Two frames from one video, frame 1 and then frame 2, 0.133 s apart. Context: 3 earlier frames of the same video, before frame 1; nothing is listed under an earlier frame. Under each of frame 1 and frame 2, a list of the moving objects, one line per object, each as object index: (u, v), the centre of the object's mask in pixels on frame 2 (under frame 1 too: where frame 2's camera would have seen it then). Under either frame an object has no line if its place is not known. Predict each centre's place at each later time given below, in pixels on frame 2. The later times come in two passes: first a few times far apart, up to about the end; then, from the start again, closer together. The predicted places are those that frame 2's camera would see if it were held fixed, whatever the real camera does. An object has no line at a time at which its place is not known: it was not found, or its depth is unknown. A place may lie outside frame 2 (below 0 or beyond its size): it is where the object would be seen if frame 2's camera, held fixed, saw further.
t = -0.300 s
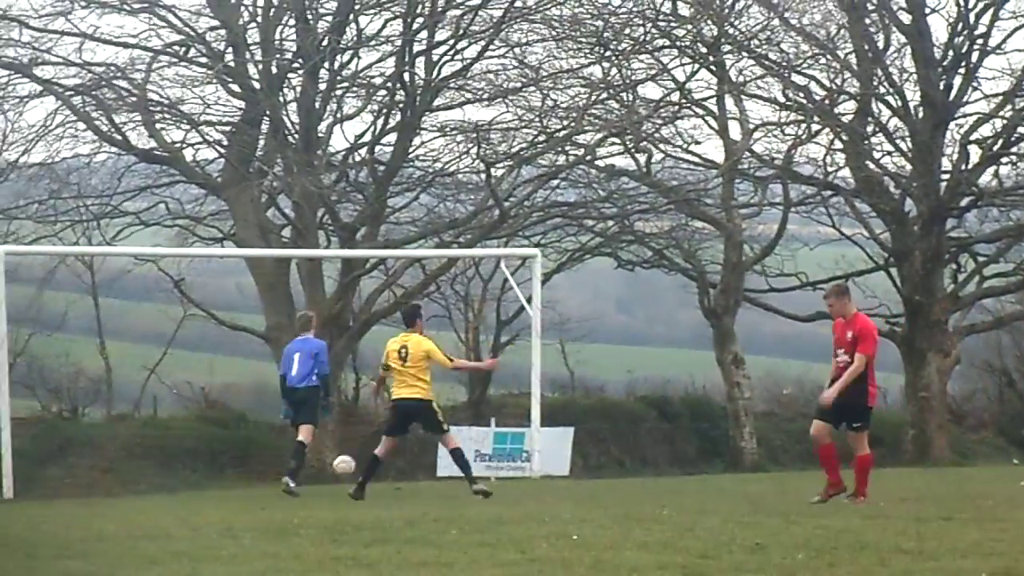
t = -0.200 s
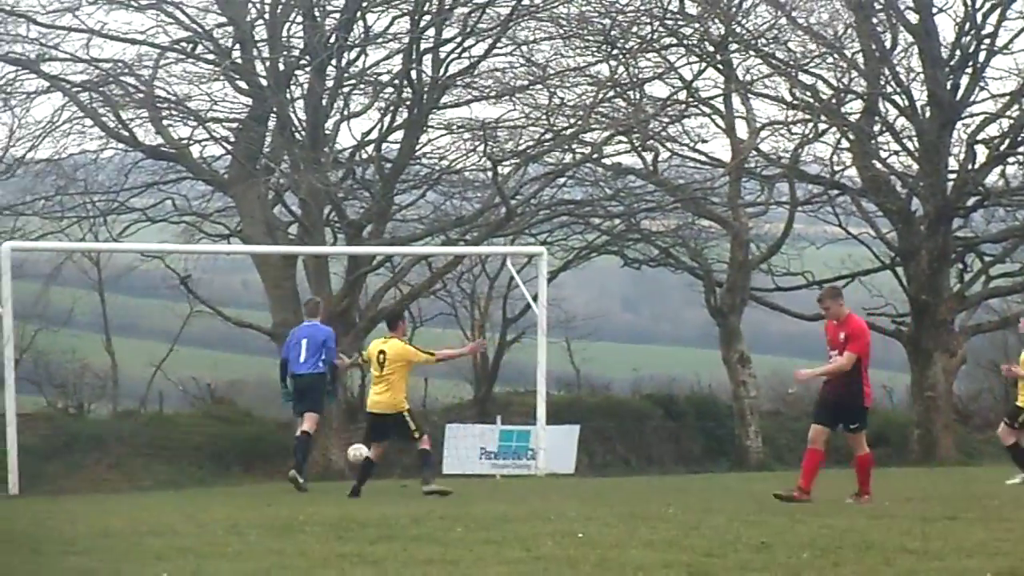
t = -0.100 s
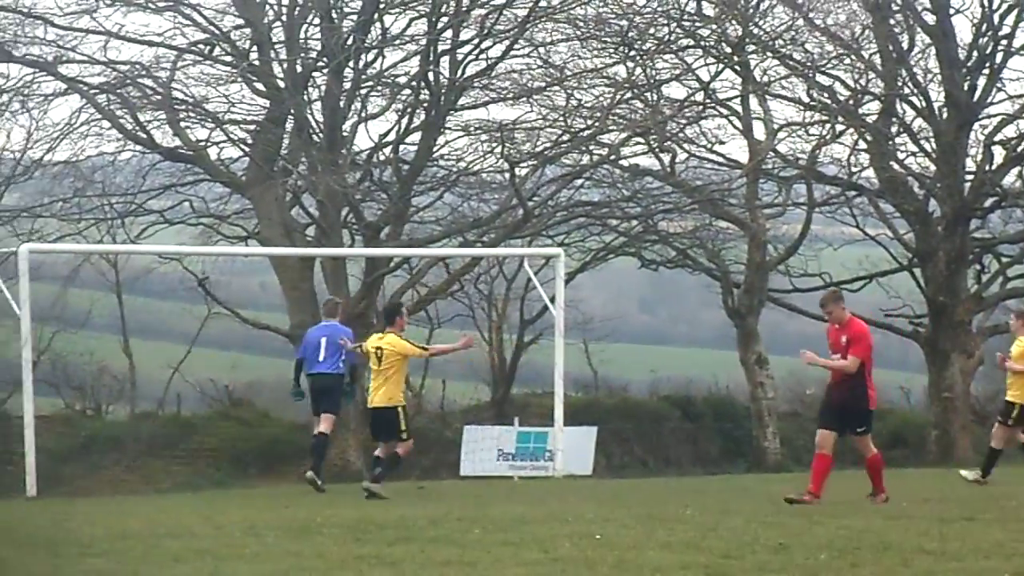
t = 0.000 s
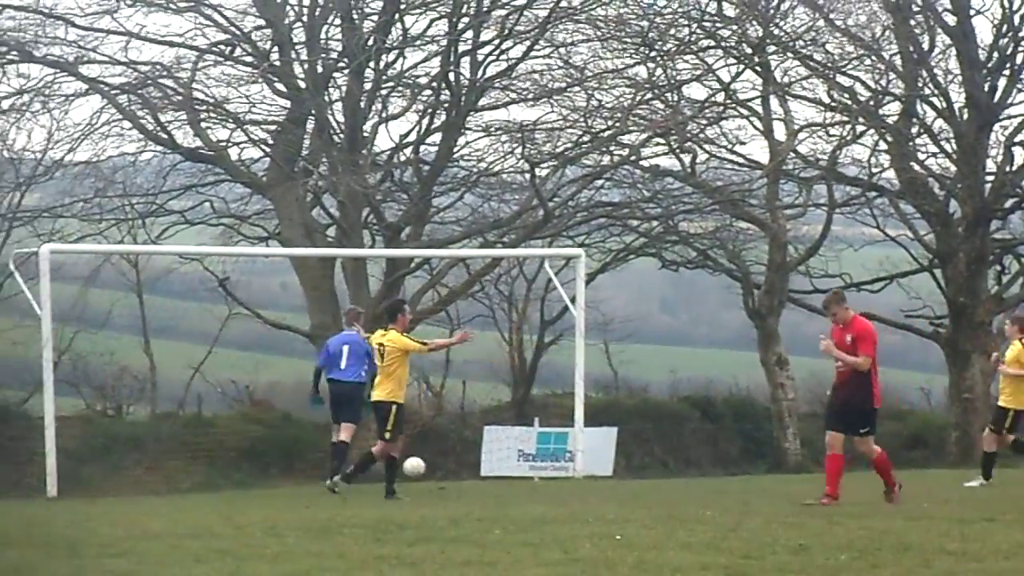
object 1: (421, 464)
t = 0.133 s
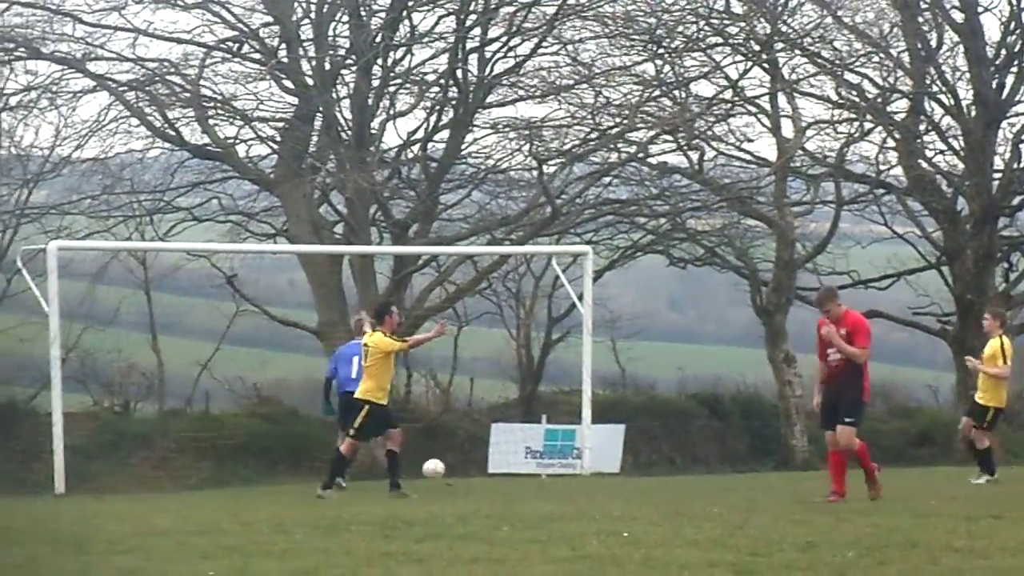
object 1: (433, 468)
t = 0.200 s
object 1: (439, 464)
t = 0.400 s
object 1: (457, 468)
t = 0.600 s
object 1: (471, 465)
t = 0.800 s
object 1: (487, 468)
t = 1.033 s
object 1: (507, 469)
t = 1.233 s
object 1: (525, 471)
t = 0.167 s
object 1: (436, 466)
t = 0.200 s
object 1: (439, 464)
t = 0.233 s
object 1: (442, 464)
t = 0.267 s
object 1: (445, 464)
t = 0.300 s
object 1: (448, 465)
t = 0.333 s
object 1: (451, 467)
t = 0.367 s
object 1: (454, 470)
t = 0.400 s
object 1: (457, 468)
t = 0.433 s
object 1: (459, 466)
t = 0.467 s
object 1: (461, 463)
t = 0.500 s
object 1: (463, 462)
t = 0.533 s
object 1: (466, 462)
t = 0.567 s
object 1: (469, 463)
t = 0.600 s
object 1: (471, 465)
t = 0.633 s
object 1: (473, 469)
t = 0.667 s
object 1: (476, 469)
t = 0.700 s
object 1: (479, 468)
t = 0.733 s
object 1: (481, 467)
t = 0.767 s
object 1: (484, 467)
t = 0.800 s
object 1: (487, 468)
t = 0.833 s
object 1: (489, 470)
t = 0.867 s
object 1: (493, 470)
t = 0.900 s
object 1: (495, 469)
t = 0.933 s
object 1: (498, 470)
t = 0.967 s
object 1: (501, 471)
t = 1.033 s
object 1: (507, 469)
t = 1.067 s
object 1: (509, 470)
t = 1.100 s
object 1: (512, 470)
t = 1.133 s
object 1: (515, 470)
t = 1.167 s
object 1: (519, 472)
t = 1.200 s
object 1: (522, 471)
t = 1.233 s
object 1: (525, 471)
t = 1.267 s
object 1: (529, 471)
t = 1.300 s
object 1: (532, 473)
